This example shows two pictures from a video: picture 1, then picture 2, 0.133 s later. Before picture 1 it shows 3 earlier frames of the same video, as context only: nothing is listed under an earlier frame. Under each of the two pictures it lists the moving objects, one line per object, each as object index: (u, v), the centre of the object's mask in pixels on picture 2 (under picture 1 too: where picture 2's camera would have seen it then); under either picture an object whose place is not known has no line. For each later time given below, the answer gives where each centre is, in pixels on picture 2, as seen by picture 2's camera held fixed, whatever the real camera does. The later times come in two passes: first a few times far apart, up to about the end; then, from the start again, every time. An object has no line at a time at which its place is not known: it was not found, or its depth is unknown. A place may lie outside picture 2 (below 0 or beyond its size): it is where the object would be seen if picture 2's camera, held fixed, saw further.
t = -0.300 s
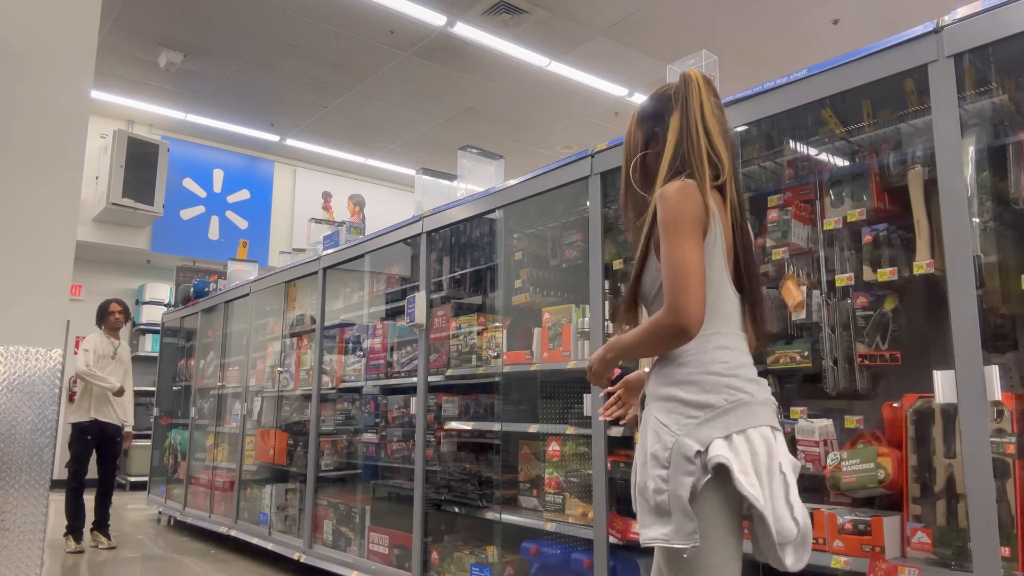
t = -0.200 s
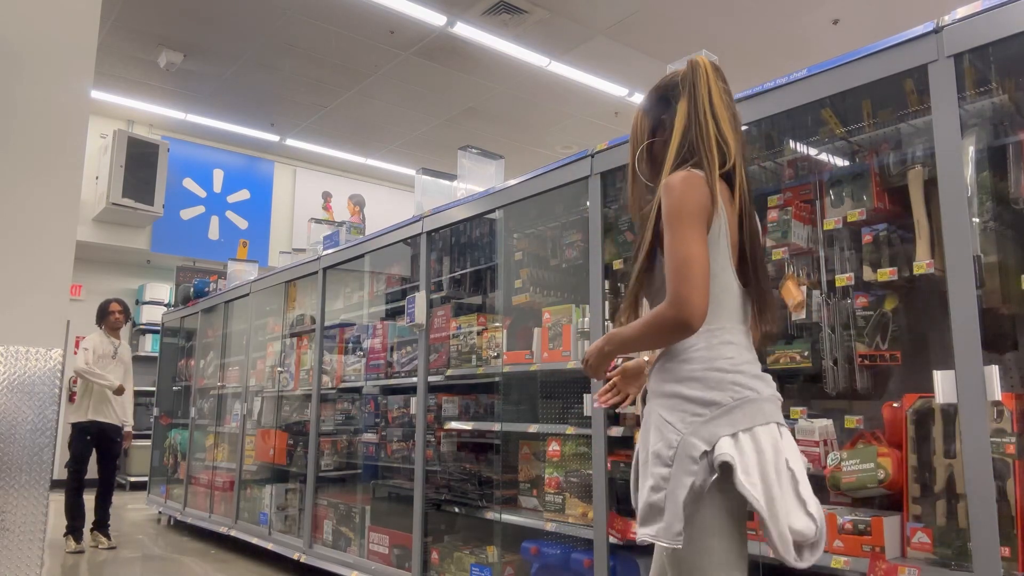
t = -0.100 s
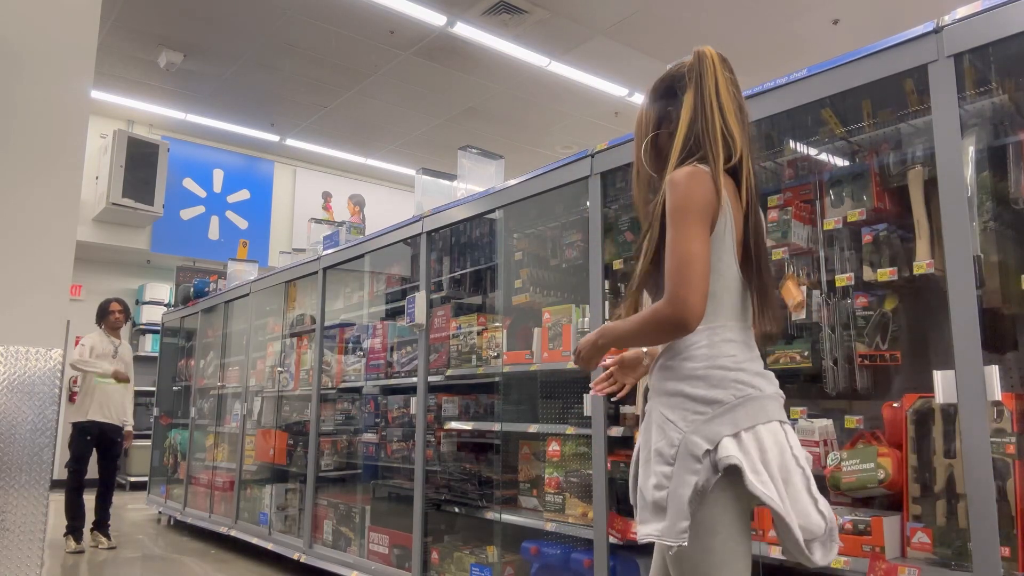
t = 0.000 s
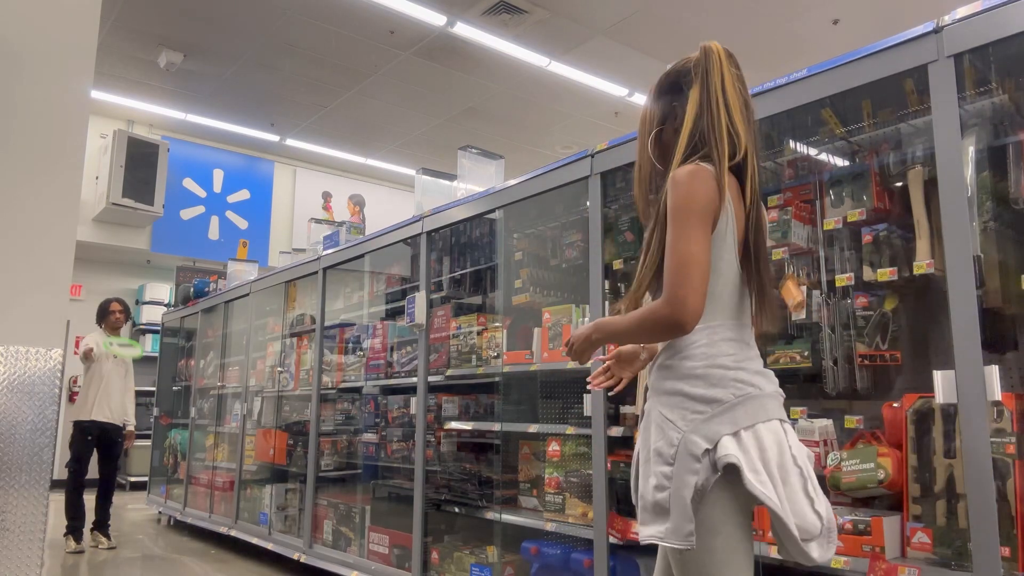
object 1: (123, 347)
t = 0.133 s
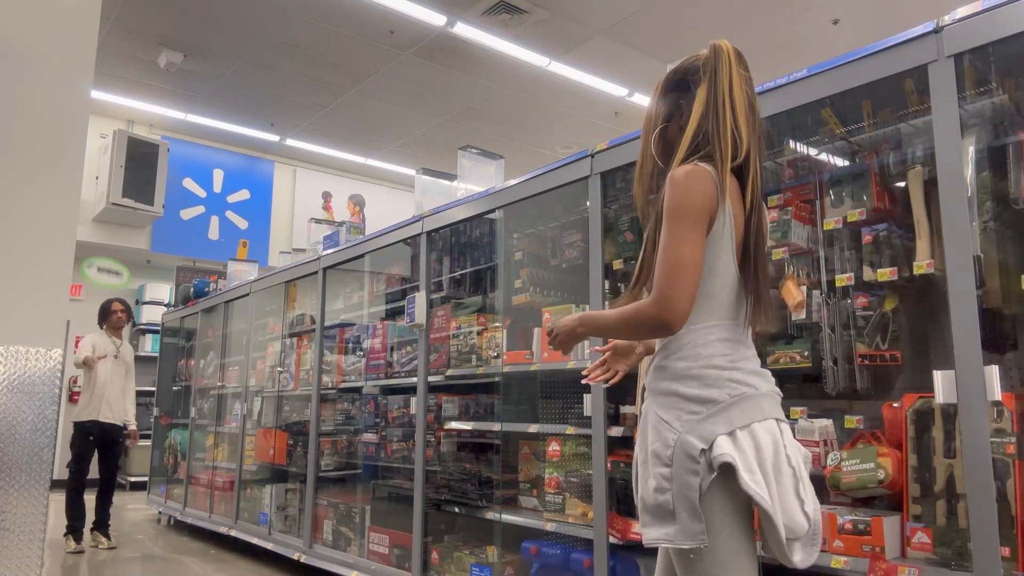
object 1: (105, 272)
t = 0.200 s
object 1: (103, 231)
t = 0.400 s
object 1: (211, 144)
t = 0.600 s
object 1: (386, 80)
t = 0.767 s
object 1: (639, 48)
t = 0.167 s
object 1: (101, 252)
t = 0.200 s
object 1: (103, 231)
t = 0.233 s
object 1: (118, 215)
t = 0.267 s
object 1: (133, 199)
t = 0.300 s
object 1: (150, 183)
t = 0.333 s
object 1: (168, 169)
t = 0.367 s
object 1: (189, 156)
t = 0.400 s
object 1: (211, 144)
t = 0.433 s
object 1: (235, 130)
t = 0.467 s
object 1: (259, 119)
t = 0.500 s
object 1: (287, 109)
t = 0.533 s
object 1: (316, 99)
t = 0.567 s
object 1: (349, 89)
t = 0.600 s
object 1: (386, 80)
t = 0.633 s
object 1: (426, 72)
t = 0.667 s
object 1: (468, 67)
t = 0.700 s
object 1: (519, 59)
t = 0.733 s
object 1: (576, 53)
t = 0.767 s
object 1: (639, 48)
